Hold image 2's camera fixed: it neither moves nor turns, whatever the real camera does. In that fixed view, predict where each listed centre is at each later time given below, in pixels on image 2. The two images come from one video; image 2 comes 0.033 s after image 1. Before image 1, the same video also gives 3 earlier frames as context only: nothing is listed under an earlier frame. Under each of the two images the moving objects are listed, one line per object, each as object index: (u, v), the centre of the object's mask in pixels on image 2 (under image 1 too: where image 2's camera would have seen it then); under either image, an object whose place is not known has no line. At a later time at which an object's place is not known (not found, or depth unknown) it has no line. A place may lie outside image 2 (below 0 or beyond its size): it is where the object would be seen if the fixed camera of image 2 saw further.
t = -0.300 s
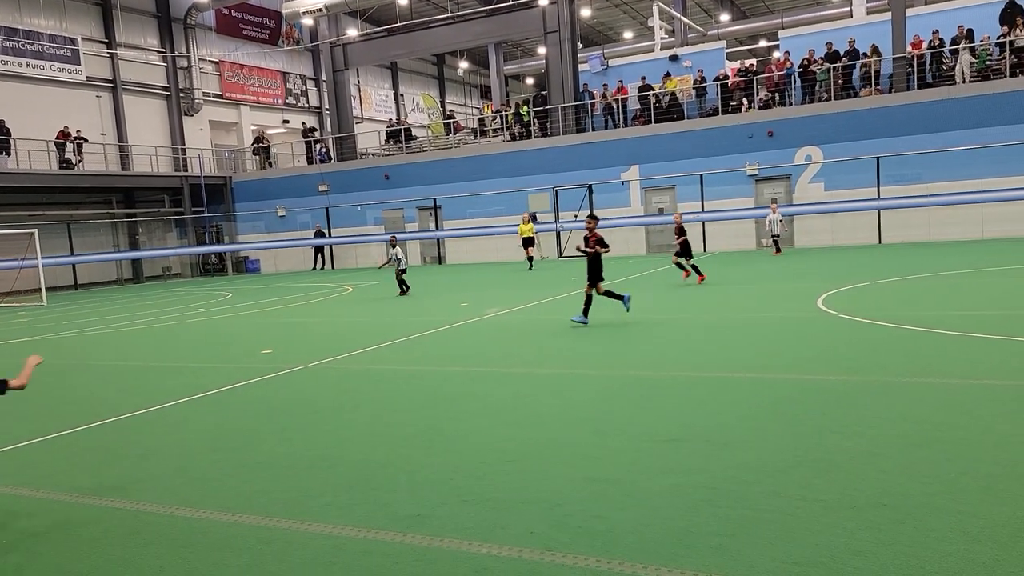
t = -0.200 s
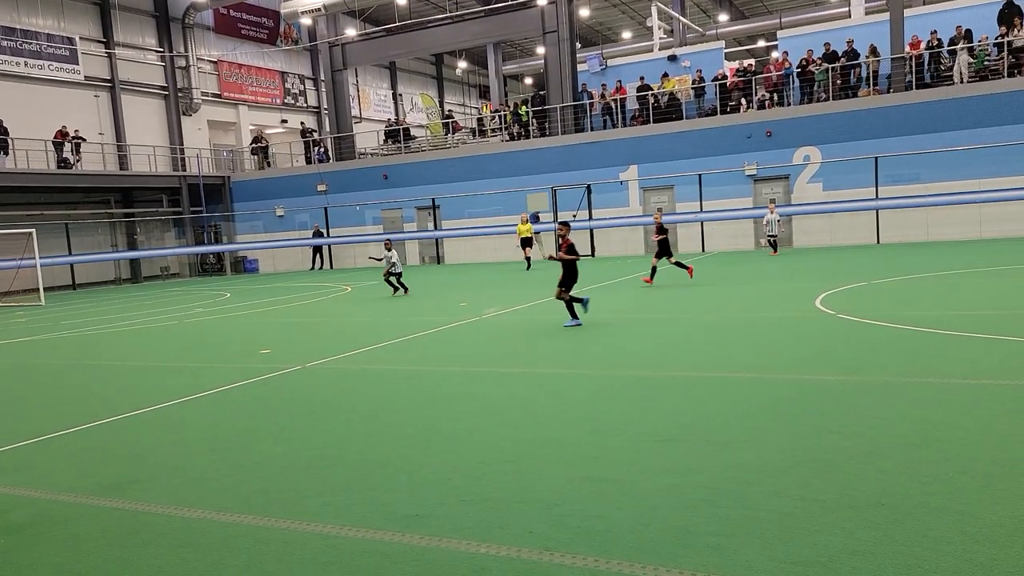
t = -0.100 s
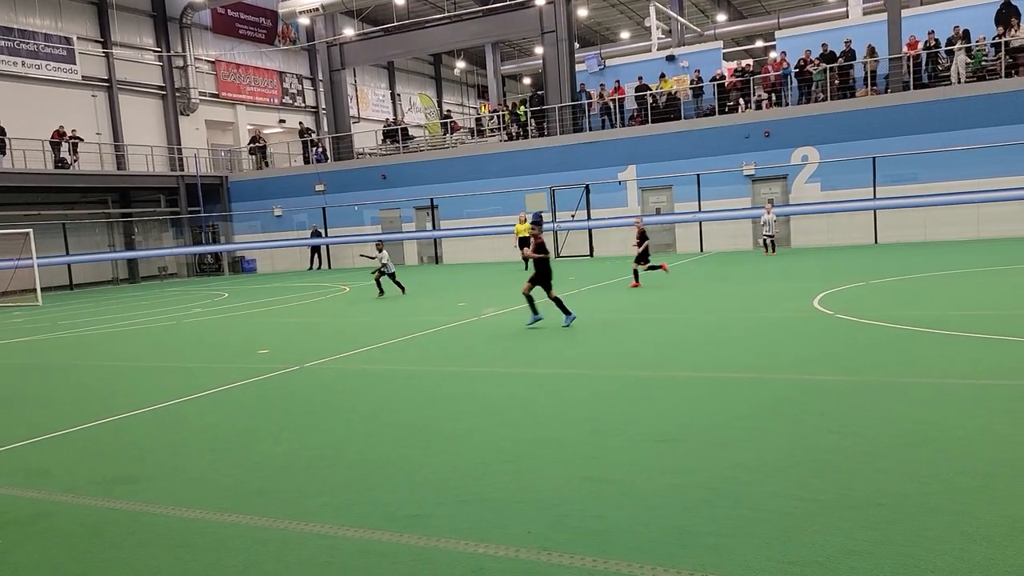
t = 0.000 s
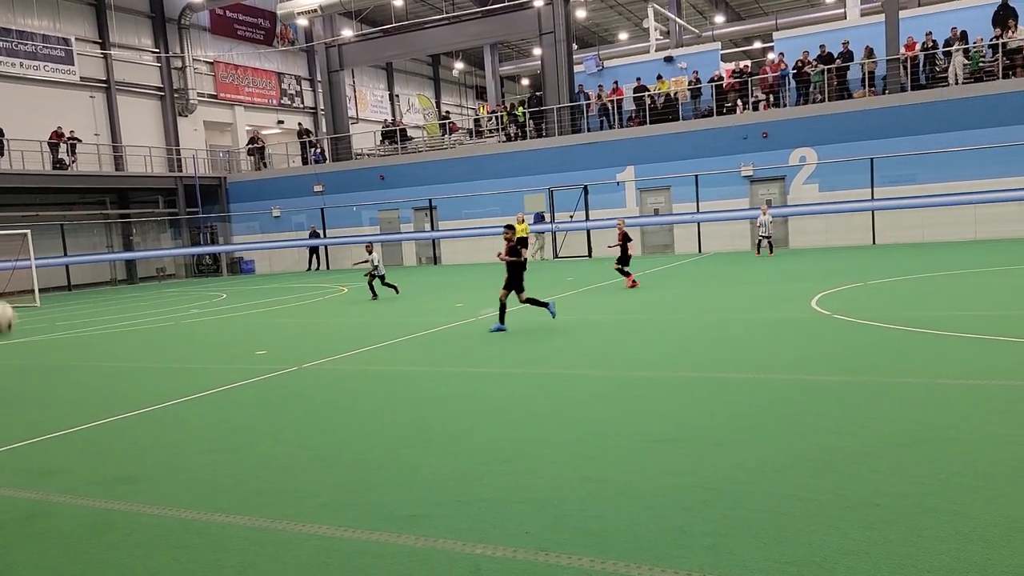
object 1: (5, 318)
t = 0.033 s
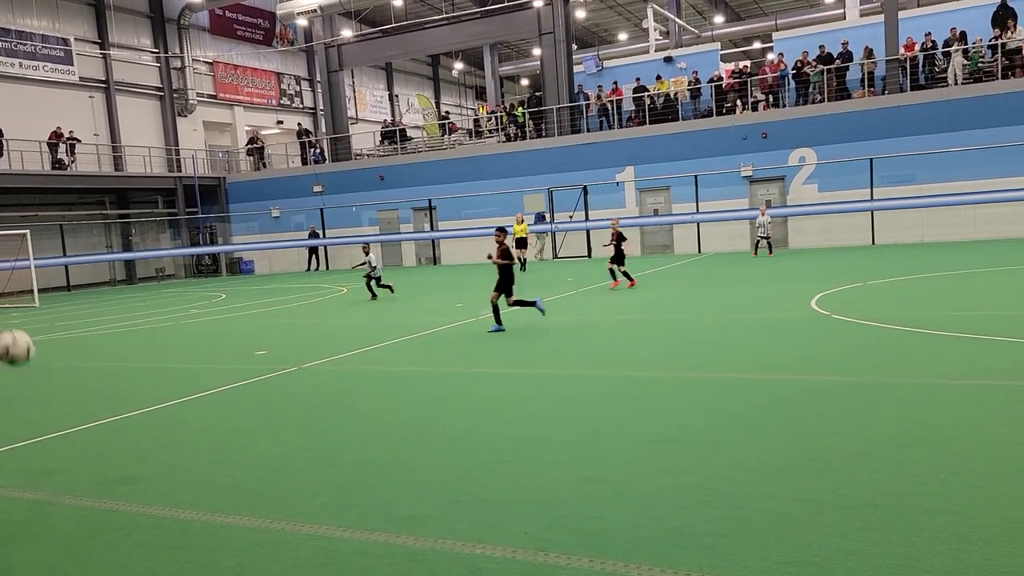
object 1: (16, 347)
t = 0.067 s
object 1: (34, 377)
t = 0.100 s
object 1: (53, 409)
